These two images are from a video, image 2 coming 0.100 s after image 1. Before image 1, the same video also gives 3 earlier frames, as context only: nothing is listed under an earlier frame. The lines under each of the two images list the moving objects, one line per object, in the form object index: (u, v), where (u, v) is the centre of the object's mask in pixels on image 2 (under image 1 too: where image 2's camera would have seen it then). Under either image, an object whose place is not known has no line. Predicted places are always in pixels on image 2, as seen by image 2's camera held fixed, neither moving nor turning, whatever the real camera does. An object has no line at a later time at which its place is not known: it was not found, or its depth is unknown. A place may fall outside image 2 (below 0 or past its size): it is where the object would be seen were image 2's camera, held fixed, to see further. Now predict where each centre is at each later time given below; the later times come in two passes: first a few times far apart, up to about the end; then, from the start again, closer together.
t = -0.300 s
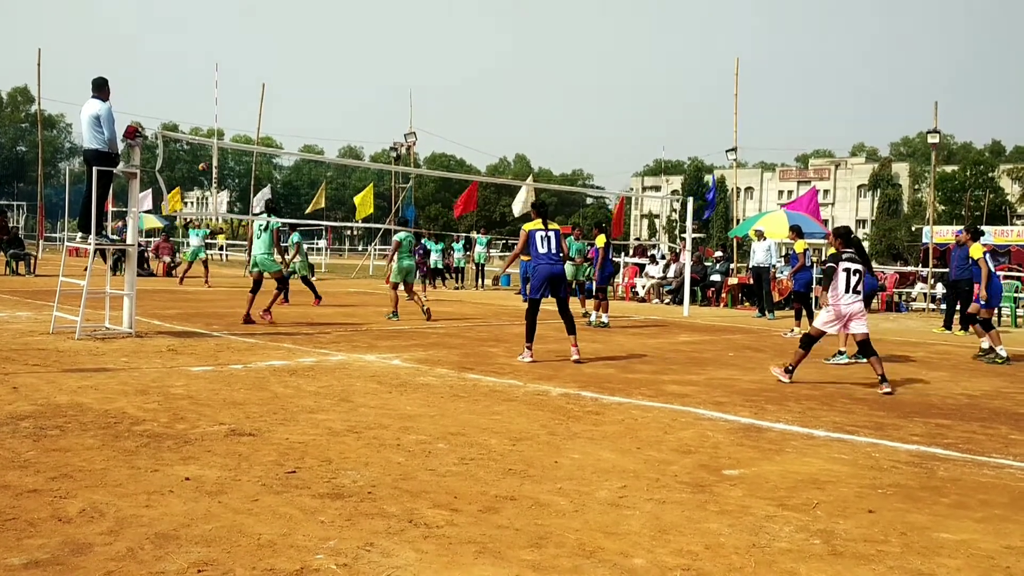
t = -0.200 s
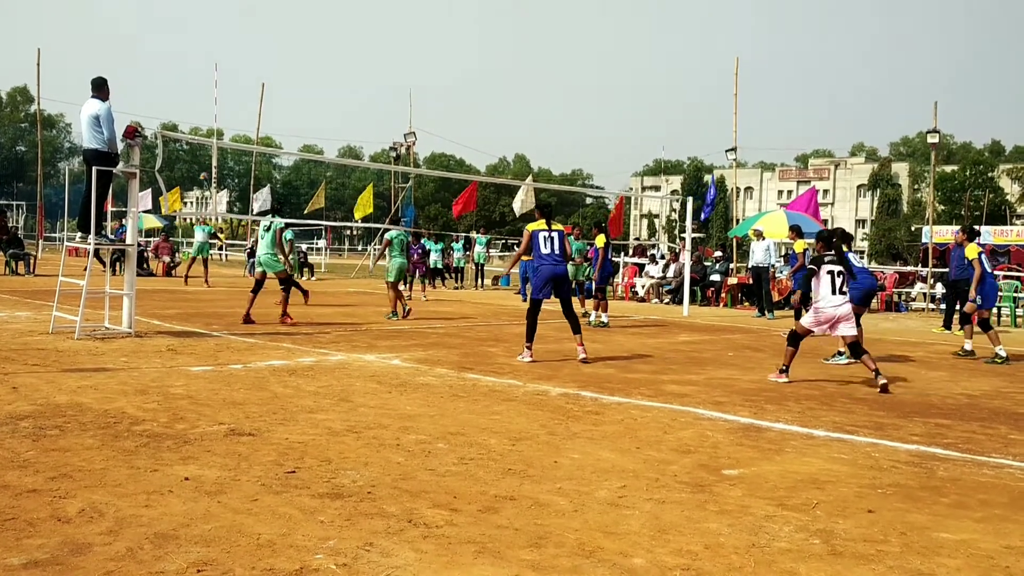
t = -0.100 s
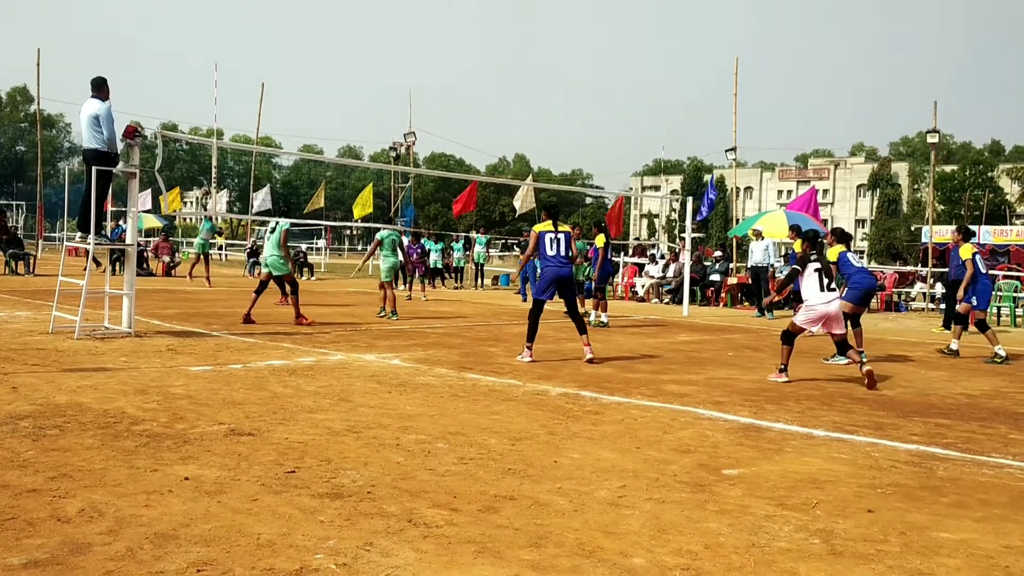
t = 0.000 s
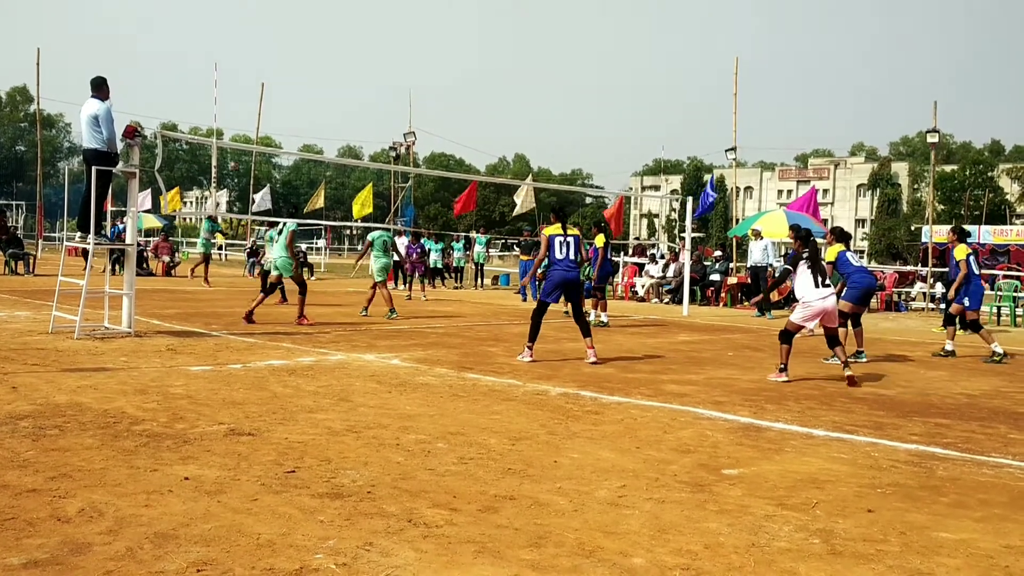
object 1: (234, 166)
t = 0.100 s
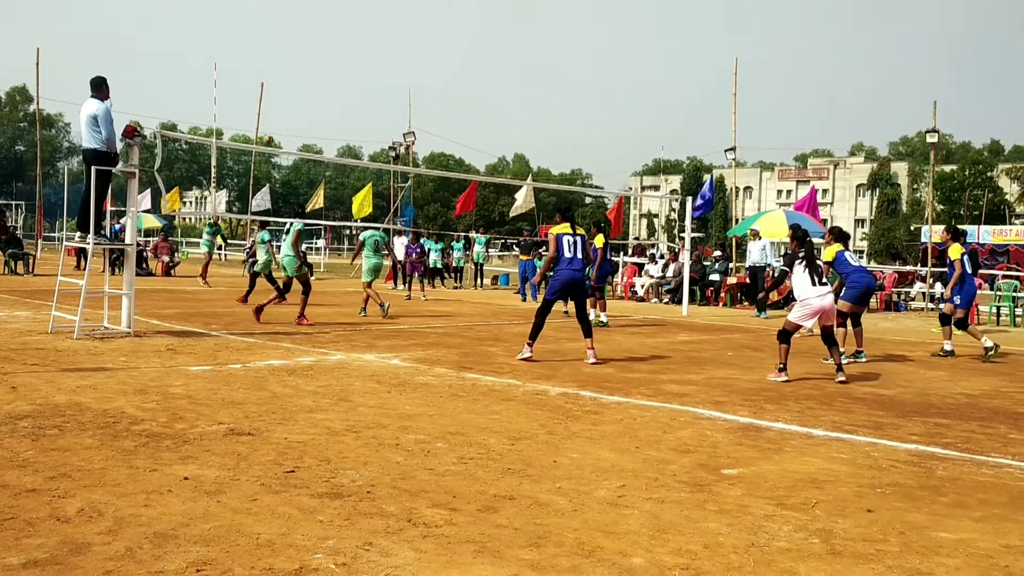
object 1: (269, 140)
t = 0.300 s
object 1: (347, 96)
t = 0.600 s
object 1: (489, 66)
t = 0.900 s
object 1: (675, 92)
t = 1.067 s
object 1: (806, 141)
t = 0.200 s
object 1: (306, 116)
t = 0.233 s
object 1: (319, 109)
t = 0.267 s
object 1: (333, 103)
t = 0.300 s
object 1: (347, 96)
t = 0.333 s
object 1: (361, 91)
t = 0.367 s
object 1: (375, 86)
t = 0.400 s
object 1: (390, 82)
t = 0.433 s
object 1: (405, 77)
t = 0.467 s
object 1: (421, 74)
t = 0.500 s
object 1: (438, 71)
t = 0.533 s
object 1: (455, 69)
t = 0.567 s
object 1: (472, 67)
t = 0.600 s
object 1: (489, 66)
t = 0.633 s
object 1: (507, 66)
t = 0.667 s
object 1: (526, 66)
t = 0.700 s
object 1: (545, 68)
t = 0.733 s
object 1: (565, 70)
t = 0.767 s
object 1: (585, 72)
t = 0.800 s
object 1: (606, 76)
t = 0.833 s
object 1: (628, 80)
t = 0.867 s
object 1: (651, 86)
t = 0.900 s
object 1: (675, 92)
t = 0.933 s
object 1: (699, 100)
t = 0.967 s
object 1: (724, 109)
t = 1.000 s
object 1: (750, 118)
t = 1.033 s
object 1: (778, 129)
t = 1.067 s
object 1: (806, 141)
